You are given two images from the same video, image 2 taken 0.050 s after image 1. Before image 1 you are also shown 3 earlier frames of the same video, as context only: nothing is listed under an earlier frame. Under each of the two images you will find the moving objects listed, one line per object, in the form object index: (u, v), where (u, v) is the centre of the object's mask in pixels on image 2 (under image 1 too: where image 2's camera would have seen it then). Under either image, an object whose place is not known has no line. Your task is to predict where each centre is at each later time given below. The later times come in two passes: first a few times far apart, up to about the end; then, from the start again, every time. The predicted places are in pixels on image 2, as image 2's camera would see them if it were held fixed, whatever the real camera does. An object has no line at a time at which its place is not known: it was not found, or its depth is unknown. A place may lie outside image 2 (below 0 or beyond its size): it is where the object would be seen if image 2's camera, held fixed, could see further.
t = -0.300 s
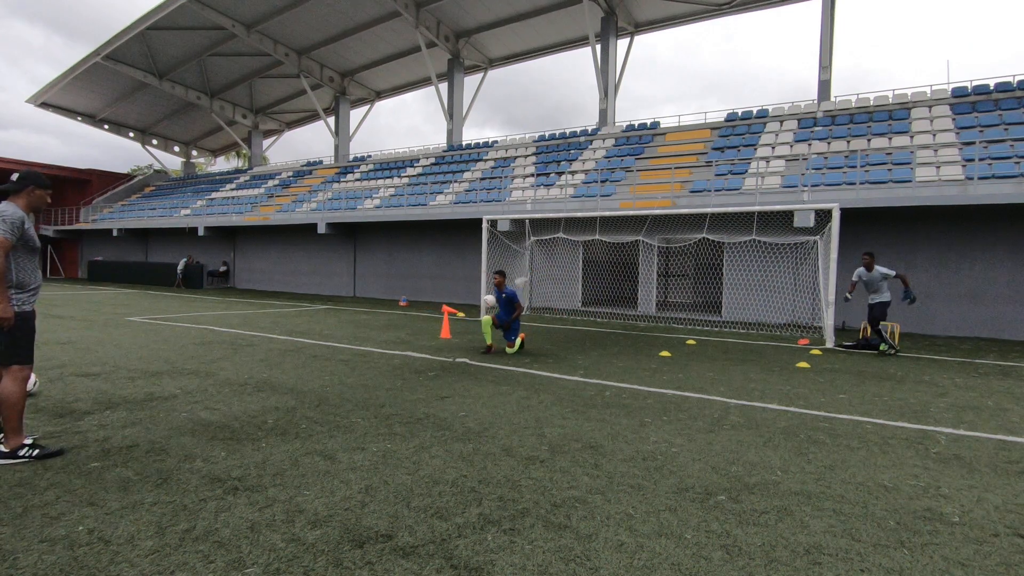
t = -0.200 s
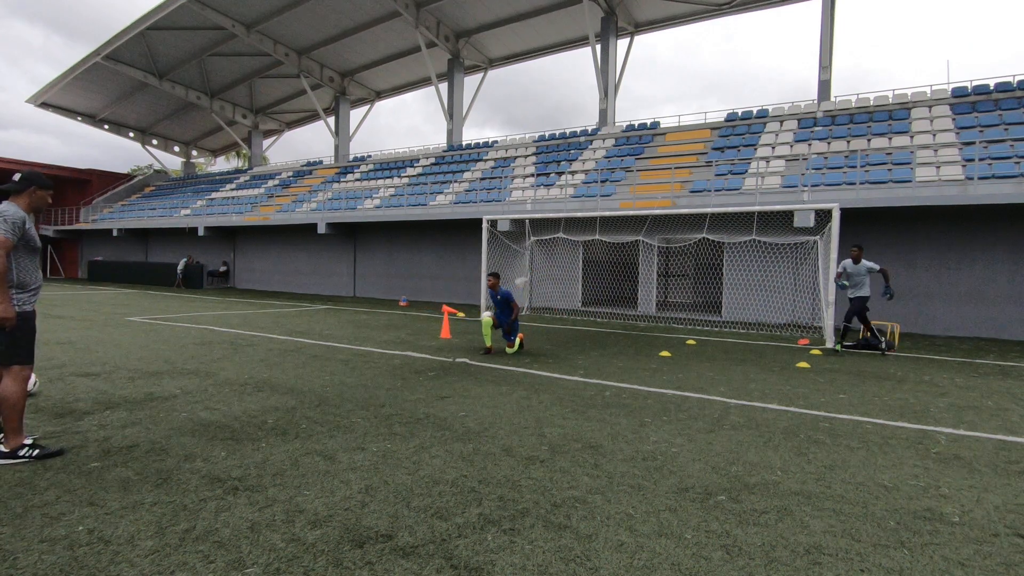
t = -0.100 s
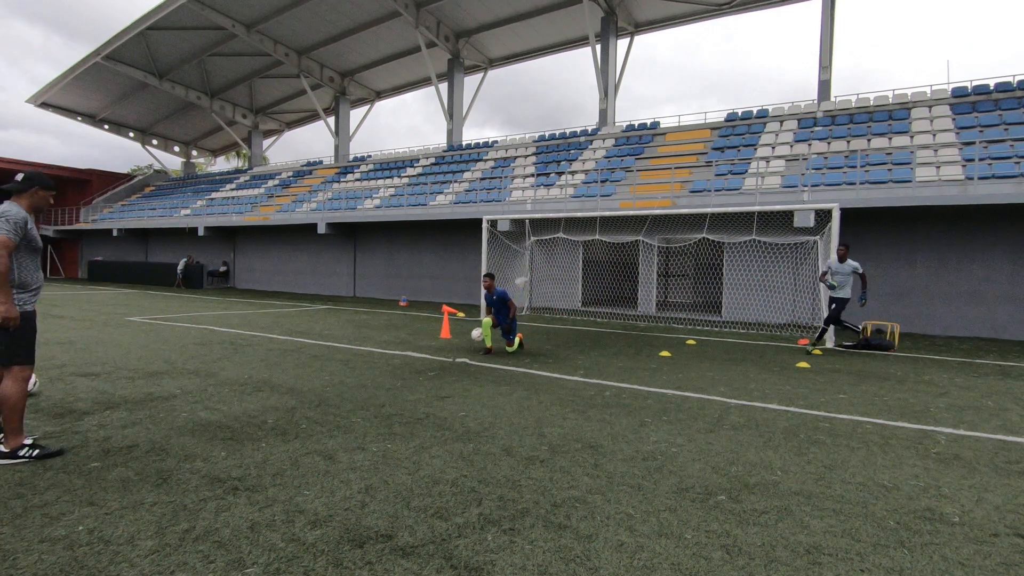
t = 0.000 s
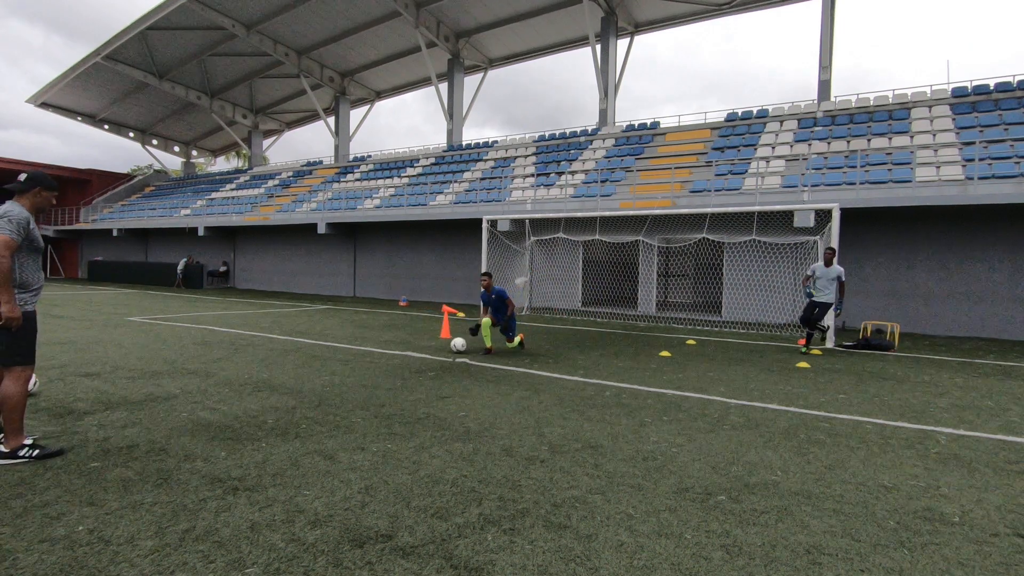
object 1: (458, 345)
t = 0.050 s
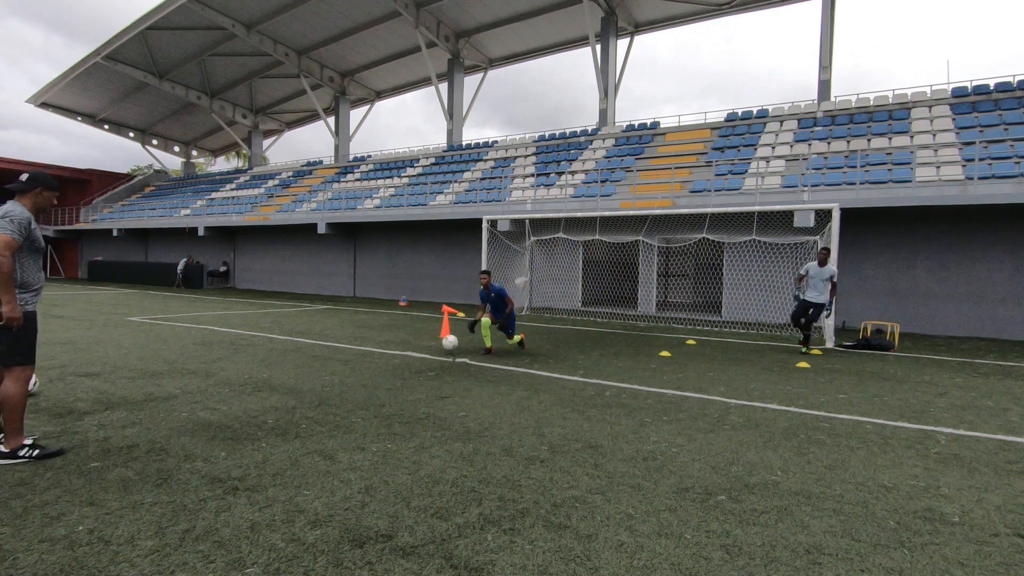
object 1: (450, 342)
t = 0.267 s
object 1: (410, 351)
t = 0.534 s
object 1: (348, 359)
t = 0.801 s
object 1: (274, 371)
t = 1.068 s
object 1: (183, 382)
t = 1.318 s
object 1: (80, 393)
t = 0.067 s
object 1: (447, 342)
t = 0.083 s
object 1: (444, 341)
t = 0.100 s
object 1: (441, 341)
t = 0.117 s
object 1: (438, 341)
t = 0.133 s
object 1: (436, 341)
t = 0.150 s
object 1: (433, 341)
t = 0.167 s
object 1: (430, 342)
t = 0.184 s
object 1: (426, 343)
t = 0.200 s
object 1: (423, 344)
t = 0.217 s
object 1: (420, 345)
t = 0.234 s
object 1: (416, 347)
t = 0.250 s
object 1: (413, 349)
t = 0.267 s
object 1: (410, 351)
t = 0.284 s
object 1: (407, 353)
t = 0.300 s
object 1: (403, 353)
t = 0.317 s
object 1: (400, 352)
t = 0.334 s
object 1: (396, 352)
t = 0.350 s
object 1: (392, 351)
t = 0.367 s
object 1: (388, 352)
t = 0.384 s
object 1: (384, 352)
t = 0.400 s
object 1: (380, 353)
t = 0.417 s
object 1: (377, 353)
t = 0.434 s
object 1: (373, 354)
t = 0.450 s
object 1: (368, 355)
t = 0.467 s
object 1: (365, 356)
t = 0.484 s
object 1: (361, 358)
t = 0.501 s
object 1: (356, 359)
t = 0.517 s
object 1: (352, 359)
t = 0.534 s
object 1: (348, 359)
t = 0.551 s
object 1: (344, 359)
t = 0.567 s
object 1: (339, 359)
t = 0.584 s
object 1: (335, 359)
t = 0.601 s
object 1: (331, 360)
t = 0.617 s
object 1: (326, 361)
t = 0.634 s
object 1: (322, 362)
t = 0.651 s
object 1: (317, 363)
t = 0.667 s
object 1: (313, 365)
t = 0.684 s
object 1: (308, 366)
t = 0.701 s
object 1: (303, 366)
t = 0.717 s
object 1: (299, 366)
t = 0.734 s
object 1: (294, 366)
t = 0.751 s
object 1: (289, 367)
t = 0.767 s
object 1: (283, 368)
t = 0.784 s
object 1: (279, 369)
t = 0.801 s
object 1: (274, 371)
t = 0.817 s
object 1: (268, 371)
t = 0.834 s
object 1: (263, 371)
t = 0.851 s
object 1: (258, 372)
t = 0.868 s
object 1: (253, 372)
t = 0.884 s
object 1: (247, 373)
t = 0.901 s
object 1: (242, 374)
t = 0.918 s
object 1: (236, 375)
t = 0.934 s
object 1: (231, 375)
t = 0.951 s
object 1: (225, 376)
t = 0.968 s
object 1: (219, 376)
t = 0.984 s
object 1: (213, 378)
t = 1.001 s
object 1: (207, 378)
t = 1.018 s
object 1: (202, 379)
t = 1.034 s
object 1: (195, 379)
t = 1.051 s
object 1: (190, 381)
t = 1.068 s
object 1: (183, 382)
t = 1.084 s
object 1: (177, 382)
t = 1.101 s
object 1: (171, 383)
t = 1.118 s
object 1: (165, 384)
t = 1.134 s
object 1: (158, 385)
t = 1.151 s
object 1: (151, 385)
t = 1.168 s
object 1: (144, 385)
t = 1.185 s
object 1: (137, 386)
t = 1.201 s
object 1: (131, 387)
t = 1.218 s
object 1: (123, 388)
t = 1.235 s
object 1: (117, 389)
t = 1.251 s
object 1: (109, 390)
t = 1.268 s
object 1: (102, 390)
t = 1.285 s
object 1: (95, 391)
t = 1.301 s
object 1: (87, 392)
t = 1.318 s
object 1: (80, 393)
